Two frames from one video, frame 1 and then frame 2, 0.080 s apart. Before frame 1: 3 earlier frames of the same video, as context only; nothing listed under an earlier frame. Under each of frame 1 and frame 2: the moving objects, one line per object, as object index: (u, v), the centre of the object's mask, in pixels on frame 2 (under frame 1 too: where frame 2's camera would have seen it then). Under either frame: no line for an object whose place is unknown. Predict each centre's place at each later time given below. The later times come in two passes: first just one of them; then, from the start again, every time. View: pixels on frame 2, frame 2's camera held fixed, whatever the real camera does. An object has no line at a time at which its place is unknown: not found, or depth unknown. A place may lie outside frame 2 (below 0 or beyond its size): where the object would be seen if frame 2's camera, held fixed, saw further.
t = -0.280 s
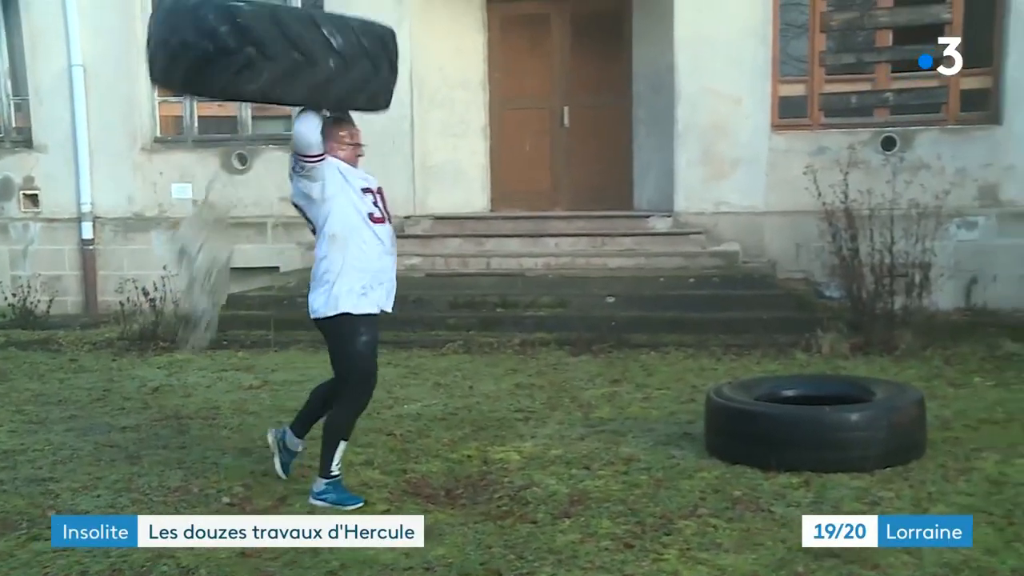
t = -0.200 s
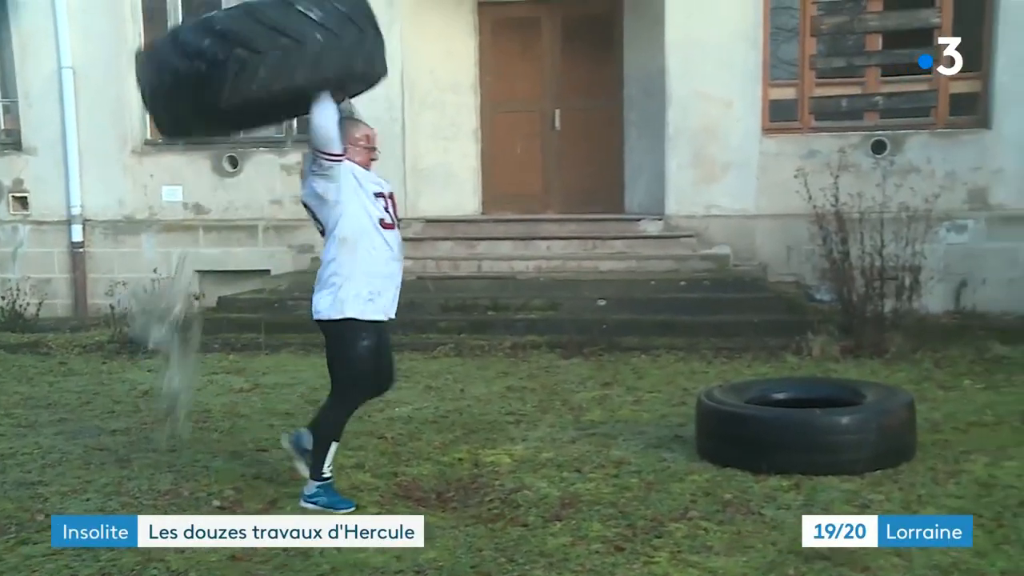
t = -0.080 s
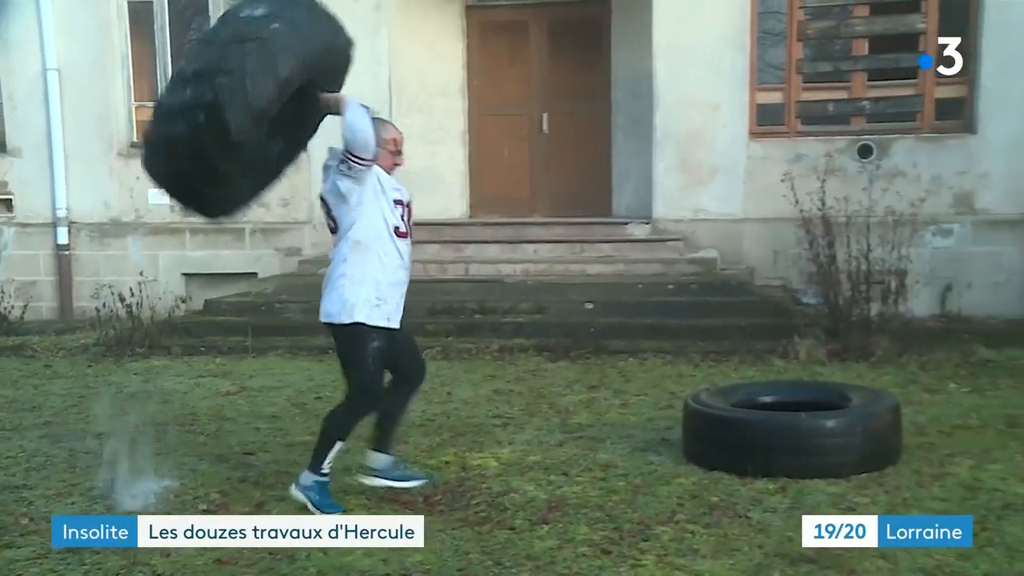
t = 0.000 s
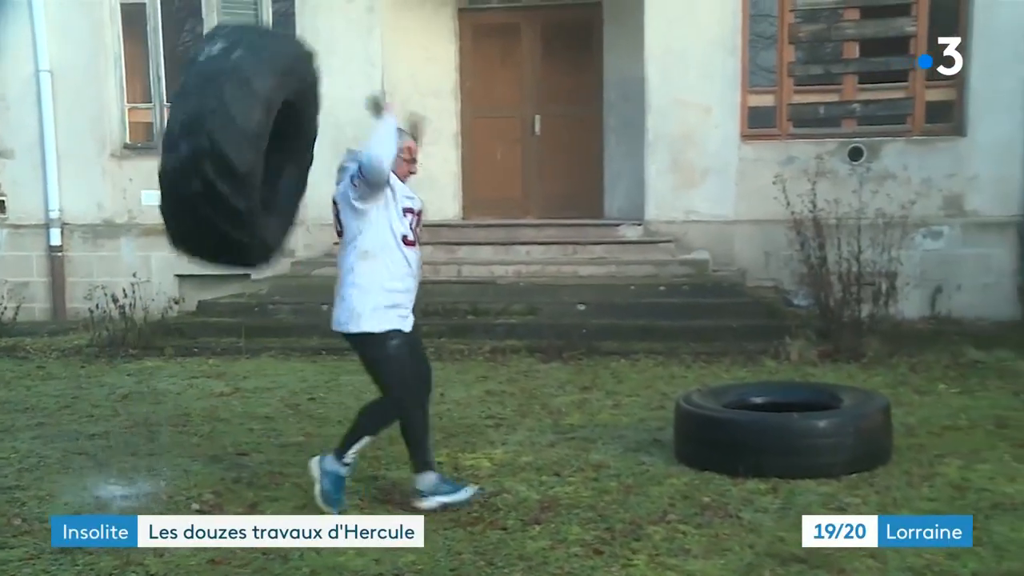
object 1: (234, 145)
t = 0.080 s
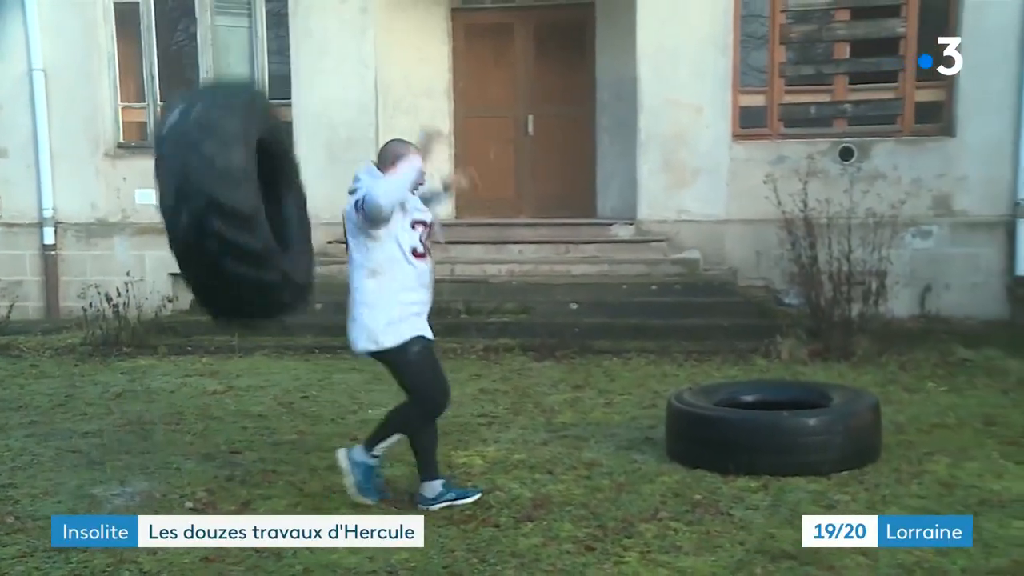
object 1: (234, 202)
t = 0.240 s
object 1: (238, 356)
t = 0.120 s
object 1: (235, 237)
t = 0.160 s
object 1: (237, 272)
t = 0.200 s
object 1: (236, 313)
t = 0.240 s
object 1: (238, 356)
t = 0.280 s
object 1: (235, 402)
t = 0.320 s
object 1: (236, 460)
